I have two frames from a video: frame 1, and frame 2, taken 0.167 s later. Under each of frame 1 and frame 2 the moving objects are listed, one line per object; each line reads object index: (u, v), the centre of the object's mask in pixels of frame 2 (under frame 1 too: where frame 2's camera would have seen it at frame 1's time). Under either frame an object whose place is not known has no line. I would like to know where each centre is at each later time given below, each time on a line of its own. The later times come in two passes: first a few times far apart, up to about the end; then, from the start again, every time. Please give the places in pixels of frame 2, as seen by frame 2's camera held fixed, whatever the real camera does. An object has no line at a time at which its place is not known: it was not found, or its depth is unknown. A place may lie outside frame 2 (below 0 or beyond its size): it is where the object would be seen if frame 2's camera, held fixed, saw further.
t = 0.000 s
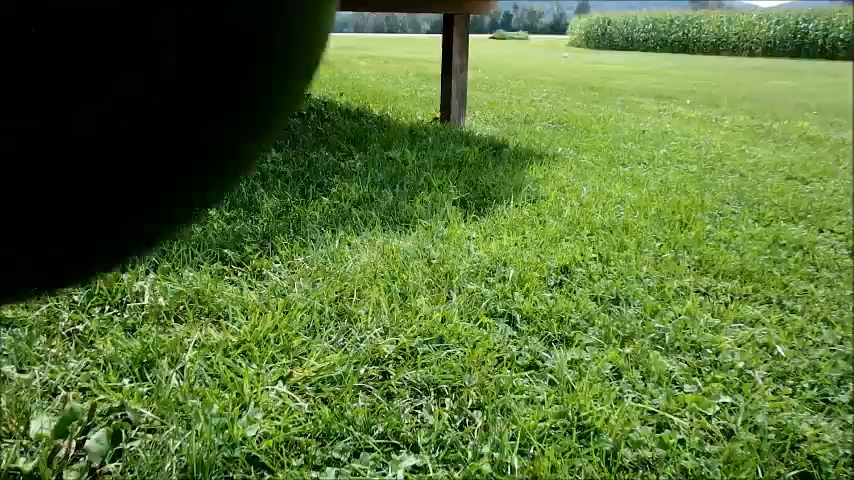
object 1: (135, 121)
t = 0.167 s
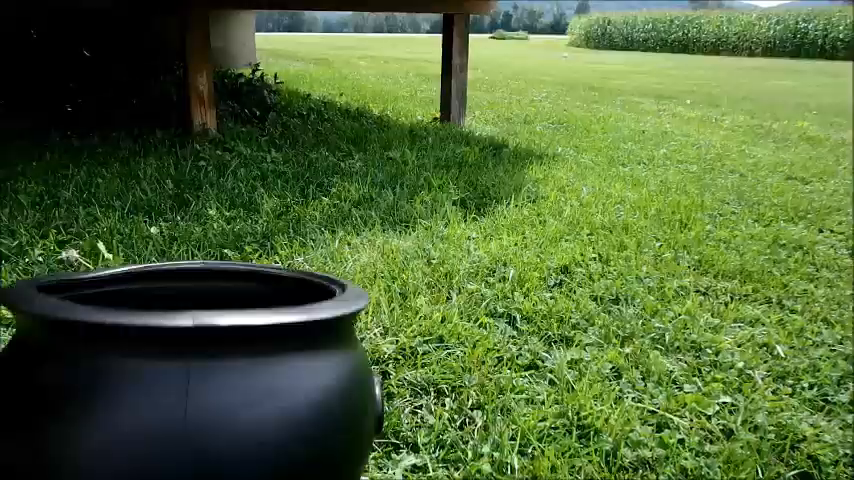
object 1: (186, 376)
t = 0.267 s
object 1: (166, 316)
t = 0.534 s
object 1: (160, 282)
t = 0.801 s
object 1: (169, 222)
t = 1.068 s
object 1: (166, 273)
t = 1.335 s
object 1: (163, 284)
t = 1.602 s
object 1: (164, 288)
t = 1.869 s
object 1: (164, 288)
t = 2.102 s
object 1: (165, 288)
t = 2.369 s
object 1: (165, 288)
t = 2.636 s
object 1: (165, 288)
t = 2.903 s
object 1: (165, 288)
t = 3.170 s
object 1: (165, 288)
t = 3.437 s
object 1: (165, 288)
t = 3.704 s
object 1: (165, 288)
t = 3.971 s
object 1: (165, 288)
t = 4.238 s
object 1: (165, 288)
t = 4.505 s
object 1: (165, 288)
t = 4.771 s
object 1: (165, 288)
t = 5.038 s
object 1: (164, 289)
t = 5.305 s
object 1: (164, 289)
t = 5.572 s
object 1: (164, 289)
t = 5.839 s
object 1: (164, 289)
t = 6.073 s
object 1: (164, 289)
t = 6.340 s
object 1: (164, 289)
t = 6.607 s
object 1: (164, 289)
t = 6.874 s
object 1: (165, 289)
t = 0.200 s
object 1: (176, 354)
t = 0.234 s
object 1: (171, 328)
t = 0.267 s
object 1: (166, 316)
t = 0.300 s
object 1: (163, 312)
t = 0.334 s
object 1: (159, 306)
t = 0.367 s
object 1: (158, 296)
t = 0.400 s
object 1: (157, 284)
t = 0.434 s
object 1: (157, 274)
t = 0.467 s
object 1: (158, 272)
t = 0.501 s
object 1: (159, 275)
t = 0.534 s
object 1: (160, 282)
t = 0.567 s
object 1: (160, 285)
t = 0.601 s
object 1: (161, 269)
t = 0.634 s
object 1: (162, 253)
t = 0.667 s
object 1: (164, 242)
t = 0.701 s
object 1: (166, 234)
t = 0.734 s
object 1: (167, 228)
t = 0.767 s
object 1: (168, 240)
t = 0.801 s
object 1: (169, 222)
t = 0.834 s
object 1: (170, 222)
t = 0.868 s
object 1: (170, 223)
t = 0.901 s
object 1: (170, 226)
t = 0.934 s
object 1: (170, 231)
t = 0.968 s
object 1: (169, 238)
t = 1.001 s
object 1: (168, 248)
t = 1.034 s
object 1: (166, 261)
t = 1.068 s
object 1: (166, 273)
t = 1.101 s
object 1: (164, 285)
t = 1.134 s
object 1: (163, 288)
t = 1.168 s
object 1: (162, 286)
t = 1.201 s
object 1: (162, 284)
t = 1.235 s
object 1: (162, 284)
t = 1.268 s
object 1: (163, 283)
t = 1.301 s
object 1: (163, 284)
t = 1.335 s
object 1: (163, 284)
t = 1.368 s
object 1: (164, 286)
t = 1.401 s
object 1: (164, 288)
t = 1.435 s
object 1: (164, 288)
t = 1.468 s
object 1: (164, 287)
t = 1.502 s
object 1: (164, 286)
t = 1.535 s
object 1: (164, 287)
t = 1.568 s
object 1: (164, 288)
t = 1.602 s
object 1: (164, 288)
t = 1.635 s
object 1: (164, 288)
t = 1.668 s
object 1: (164, 288)
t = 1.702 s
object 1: (164, 288)
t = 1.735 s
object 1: (164, 288)
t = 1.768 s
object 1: (164, 288)
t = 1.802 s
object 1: (164, 288)
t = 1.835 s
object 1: (164, 288)
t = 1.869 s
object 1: (164, 288)
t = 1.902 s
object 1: (165, 288)
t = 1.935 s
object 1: (165, 288)
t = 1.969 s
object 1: (165, 288)
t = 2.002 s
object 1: (165, 288)
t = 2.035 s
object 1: (165, 288)
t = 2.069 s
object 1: (165, 288)
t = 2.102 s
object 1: (165, 288)
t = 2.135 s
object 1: (165, 288)
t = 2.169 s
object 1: (165, 288)
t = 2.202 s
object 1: (165, 288)
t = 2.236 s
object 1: (165, 288)
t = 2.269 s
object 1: (165, 288)
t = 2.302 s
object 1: (165, 288)
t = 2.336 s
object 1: (165, 288)
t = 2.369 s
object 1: (165, 288)
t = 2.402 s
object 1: (165, 288)
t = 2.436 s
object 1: (165, 288)
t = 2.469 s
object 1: (165, 288)
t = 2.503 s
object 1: (165, 288)
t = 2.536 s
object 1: (165, 288)
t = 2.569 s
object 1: (165, 288)
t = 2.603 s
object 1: (165, 288)
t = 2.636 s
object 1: (165, 288)
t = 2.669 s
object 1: (165, 288)
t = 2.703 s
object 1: (165, 288)
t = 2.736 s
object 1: (165, 288)
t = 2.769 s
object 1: (165, 288)
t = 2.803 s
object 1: (165, 288)
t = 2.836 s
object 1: (165, 288)
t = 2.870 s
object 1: (165, 288)
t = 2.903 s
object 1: (165, 288)
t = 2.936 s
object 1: (165, 288)
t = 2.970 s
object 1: (165, 288)
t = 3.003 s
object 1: (165, 288)
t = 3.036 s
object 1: (165, 288)
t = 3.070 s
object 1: (165, 288)
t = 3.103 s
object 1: (165, 288)
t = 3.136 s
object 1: (165, 288)
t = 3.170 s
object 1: (165, 288)
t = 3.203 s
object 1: (165, 288)
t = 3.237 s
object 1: (165, 288)
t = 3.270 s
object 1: (165, 288)
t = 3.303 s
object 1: (165, 288)
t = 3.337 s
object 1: (165, 288)
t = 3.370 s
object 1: (165, 288)
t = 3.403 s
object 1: (165, 288)
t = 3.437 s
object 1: (165, 288)
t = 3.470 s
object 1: (165, 288)
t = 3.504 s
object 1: (165, 288)
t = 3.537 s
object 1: (165, 288)
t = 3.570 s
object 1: (165, 288)
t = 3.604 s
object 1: (165, 288)
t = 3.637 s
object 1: (165, 288)
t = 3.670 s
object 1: (165, 288)
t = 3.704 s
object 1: (165, 288)
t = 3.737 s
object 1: (165, 288)
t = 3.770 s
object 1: (165, 288)
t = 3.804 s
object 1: (165, 288)
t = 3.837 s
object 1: (165, 288)
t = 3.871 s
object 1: (165, 288)
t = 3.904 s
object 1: (165, 288)
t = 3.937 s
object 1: (165, 288)
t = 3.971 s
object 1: (165, 288)
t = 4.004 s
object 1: (165, 288)
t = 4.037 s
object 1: (165, 288)
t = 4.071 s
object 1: (165, 288)
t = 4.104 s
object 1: (165, 288)
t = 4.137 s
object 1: (165, 288)
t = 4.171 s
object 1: (165, 288)
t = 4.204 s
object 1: (165, 288)
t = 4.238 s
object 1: (165, 288)
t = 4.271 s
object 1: (165, 288)
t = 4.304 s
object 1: (165, 288)
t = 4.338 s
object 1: (165, 288)
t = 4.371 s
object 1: (165, 288)
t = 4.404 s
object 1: (165, 288)
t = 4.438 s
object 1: (165, 288)
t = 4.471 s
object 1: (165, 288)
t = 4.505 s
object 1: (165, 288)
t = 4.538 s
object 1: (165, 288)
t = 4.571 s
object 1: (165, 288)
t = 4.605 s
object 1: (165, 289)
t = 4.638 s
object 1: (165, 289)
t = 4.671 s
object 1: (165, 289)
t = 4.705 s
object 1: (165, 289)
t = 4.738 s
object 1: (165, 288)
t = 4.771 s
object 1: (165, 288)
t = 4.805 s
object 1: (165, 288)
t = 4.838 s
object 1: (165, 288)
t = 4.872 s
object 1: (165, 288)
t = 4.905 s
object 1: (165, 289)
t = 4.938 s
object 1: (165, 289)
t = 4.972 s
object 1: (165, 289)
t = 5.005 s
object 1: (164, 289)
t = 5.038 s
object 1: (164, 289)
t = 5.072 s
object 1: (164, 289)
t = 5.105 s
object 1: (164, 289)
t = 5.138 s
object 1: (164, 289)
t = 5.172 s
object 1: (164, 289)
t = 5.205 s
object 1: (164, 289)
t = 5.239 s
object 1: (164, 289)
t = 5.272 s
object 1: (164, 289)
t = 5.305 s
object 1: (164, 289)
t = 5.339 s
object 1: (164, 289)
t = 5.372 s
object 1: (164, 289)
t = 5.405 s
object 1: (164, 289)
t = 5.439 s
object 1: (164, 289)
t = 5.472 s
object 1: (164, 289)
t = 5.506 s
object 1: (164, 289)
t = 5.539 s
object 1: (164, 289)
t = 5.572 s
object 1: (164, 289)
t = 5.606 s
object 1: (164, 289)
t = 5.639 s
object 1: (164, 289)
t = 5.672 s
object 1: (164, 289)
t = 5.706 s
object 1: (164, 289)
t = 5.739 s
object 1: (164, 289)
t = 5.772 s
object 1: (164, 289)
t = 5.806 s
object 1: (164, 289)
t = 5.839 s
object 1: (164, 289)
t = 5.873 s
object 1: (164, 289)
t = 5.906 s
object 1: (164, 289)
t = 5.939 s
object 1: (164, 289)
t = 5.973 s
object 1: (164, 289)
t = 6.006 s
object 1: (164, 289)
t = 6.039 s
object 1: (164, 289)
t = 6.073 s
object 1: (164, 289)
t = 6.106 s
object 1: (164, 289)
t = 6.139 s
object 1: (164, 289)
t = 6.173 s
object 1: (164, 289)
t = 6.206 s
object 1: (164, 289)
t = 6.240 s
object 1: (164, 289)
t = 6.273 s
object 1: (164, 289)
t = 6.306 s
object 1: (164, 289)
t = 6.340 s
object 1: (164, 289)
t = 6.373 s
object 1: (164, 289)
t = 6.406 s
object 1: (164, 289)
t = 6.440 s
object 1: (164, 289)
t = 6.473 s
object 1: (164, 289)
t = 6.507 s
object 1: (164, 289)
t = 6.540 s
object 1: (164, 289)
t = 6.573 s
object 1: (164, 289)
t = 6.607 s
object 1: (164, 289)
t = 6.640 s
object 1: (164, 289)
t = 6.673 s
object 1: (164, 289)
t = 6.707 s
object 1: (164, 289)
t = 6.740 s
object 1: (164, 289)
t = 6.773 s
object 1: (164, 289)
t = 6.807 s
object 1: (164, 289)
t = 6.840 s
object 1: (164, 289)
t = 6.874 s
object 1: (165, 289)
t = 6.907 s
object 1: (165, 289)
